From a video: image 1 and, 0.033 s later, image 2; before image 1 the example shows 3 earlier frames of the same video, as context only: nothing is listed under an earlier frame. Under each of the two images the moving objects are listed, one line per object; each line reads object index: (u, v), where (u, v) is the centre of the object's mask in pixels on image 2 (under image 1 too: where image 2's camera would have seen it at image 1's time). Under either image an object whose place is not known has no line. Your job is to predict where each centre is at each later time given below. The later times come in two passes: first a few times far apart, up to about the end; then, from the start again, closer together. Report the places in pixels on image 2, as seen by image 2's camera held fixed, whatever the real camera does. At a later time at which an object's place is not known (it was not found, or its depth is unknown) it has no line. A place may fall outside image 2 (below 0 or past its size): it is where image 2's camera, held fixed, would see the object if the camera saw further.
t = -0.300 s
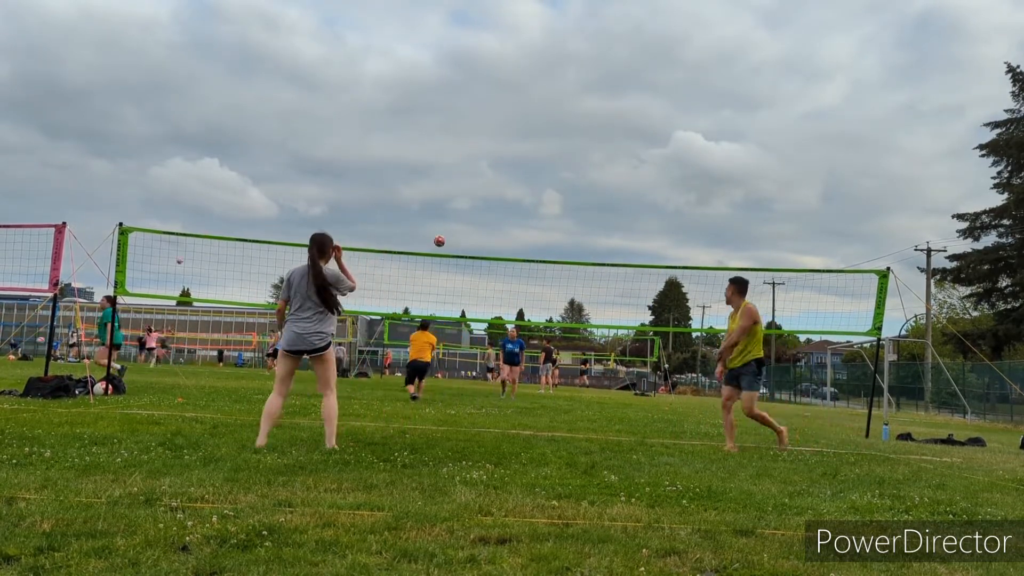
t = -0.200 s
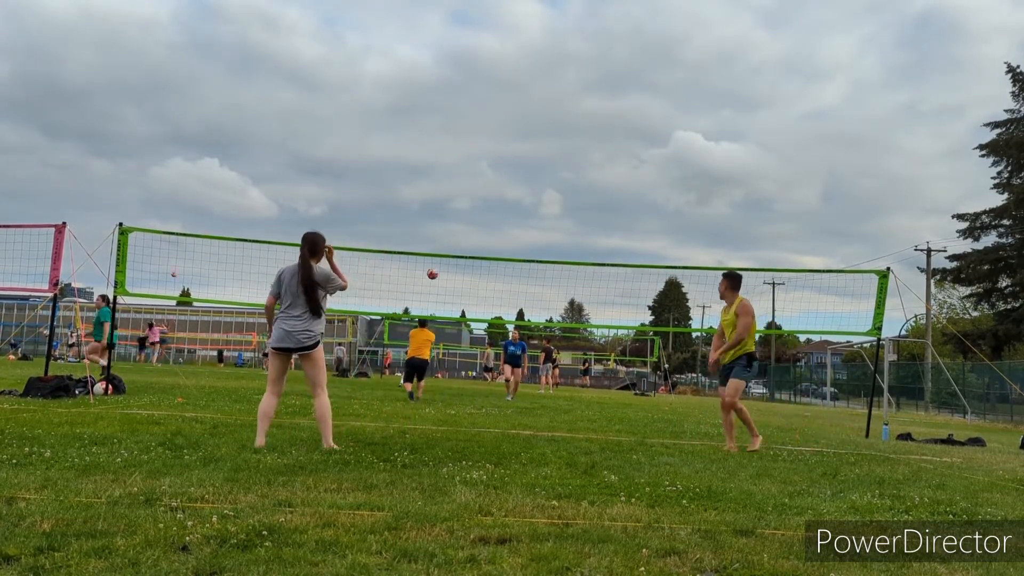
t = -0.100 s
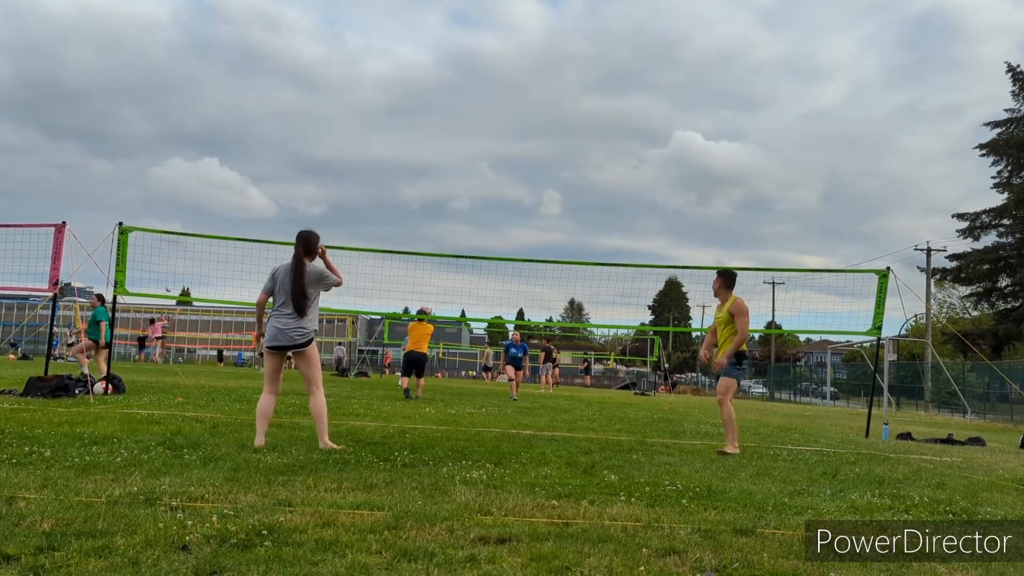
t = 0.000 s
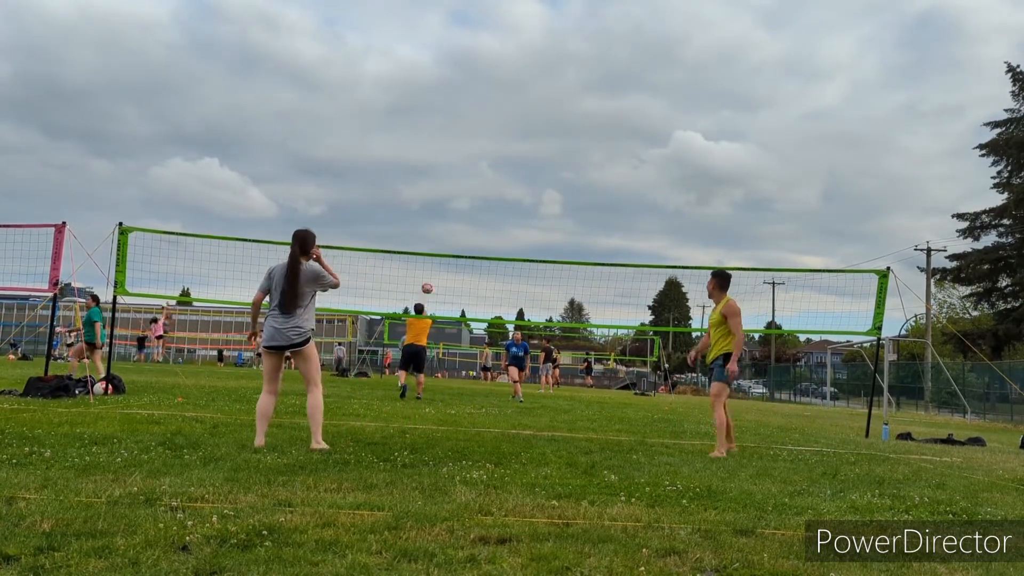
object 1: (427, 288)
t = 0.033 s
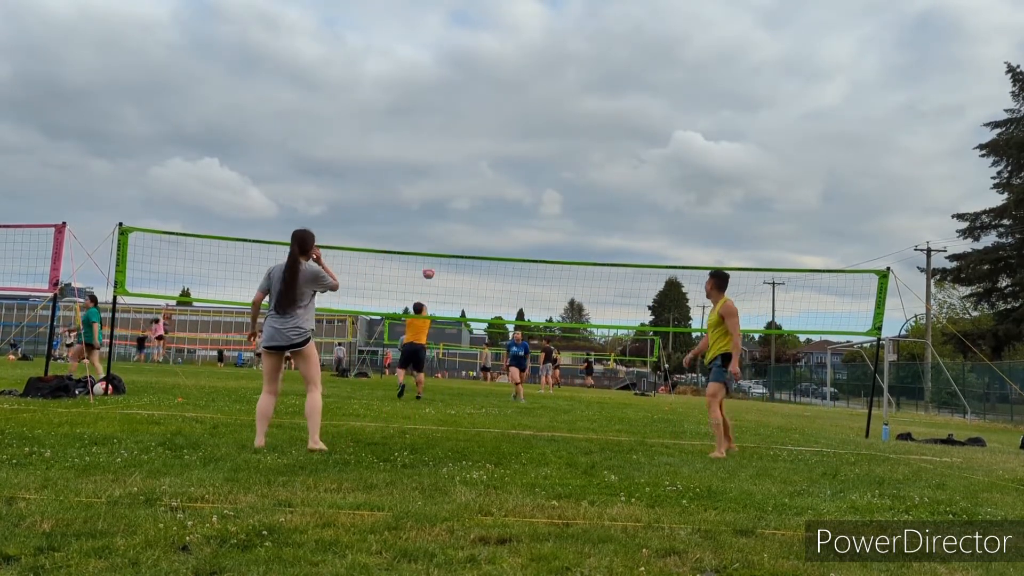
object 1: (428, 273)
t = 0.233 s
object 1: (436, 196)
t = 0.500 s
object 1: (445, 127)
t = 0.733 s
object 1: (452, 97)
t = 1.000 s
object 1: (458, 96)
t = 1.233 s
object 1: (462, 127)
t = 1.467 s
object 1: (466, 188)
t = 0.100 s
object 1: (431, 244)
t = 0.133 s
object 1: (433, 232)
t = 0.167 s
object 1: (434, 219)
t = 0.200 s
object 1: (435, 207)
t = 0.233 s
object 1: (436, 196)
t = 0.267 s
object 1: (437, 185)
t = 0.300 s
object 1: (438, 175)
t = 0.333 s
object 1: (439, 166)
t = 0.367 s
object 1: (440, 157)
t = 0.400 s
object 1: (442, 149)
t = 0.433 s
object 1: (443, 141)
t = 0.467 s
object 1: (444, 134)
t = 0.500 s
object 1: (445, 127)
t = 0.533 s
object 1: (446, 121)
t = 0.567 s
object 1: (447, 115)
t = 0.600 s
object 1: (448, 110)
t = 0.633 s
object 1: (449, 106)
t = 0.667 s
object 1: (450, 103)
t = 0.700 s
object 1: (451, 99)
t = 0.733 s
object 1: (452, 97)
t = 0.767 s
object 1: (452, 94)
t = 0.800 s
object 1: (453, 93)
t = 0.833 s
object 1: (454, 92)
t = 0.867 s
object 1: (455, 92)
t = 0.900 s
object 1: (456, 92)
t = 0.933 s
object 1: (456, 92)
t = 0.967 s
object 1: (457, 94)
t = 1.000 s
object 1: (458, 96)
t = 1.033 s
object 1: (458, 99)
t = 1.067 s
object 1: (459, 102)
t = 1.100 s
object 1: (459, 106)
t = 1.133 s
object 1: (460, 110)
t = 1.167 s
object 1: (461, 115)
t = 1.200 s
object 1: (462, 120)
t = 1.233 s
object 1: (462, 127)
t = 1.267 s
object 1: (463, 134)
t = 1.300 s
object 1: (463, 141)
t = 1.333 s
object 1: (464, 149)
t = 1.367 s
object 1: (464, 158)
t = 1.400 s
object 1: (465, 167)
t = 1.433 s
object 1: (466, 177)
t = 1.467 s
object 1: (466, 188)
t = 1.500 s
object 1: (467, 198)
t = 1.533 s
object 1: (467, 211)
